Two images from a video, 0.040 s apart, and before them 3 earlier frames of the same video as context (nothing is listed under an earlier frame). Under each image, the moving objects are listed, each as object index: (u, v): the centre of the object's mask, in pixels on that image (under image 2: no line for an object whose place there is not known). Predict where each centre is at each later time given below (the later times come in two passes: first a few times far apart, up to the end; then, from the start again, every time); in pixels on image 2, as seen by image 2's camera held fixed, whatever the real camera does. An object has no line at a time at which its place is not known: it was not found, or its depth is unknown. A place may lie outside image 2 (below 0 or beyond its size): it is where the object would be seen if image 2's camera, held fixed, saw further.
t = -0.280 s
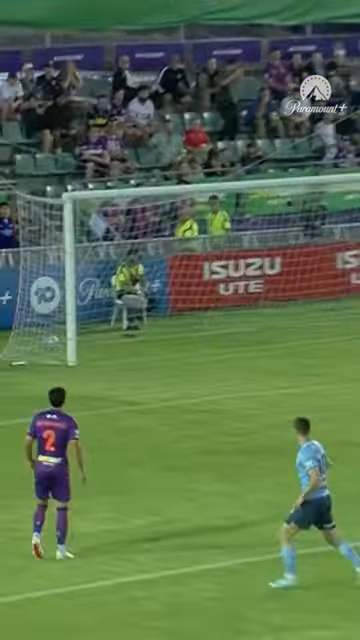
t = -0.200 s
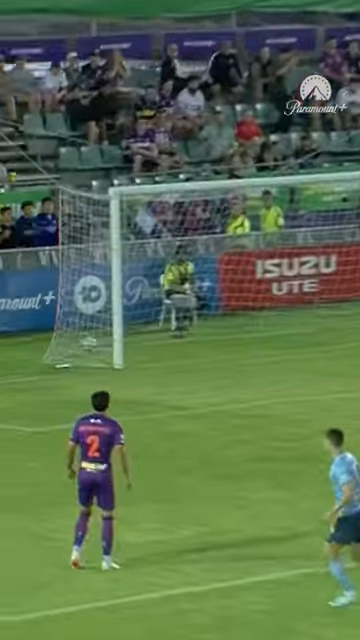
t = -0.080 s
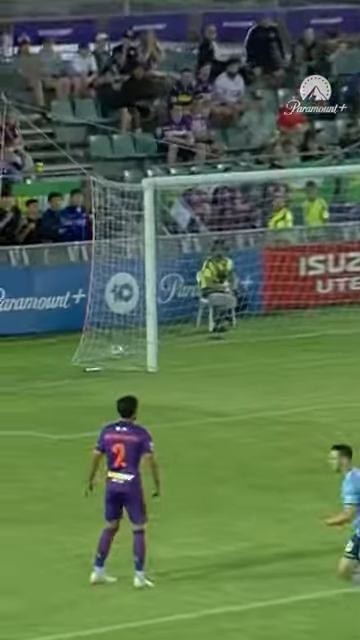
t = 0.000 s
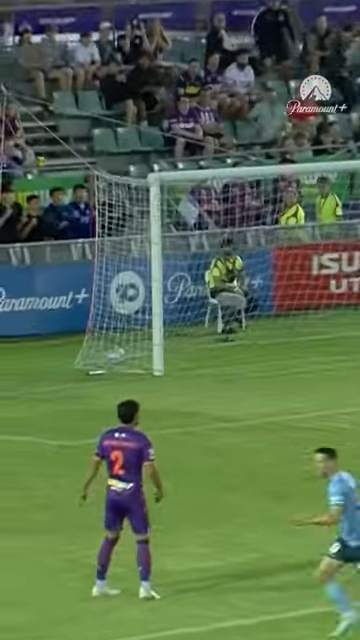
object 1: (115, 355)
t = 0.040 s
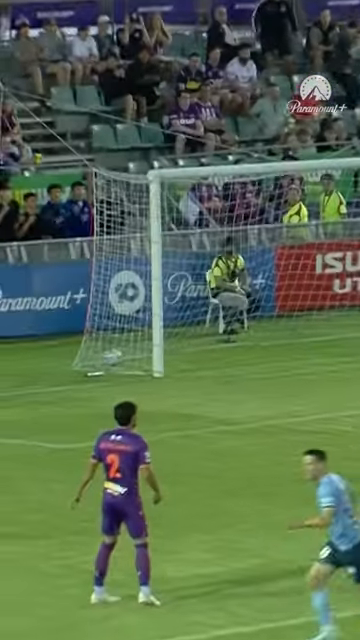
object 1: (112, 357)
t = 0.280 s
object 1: (135, 362)
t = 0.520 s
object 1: (185, 366)
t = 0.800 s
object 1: (228, 367)
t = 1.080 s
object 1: (266, 367)
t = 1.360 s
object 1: (298, 367)
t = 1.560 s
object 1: (319, 369)
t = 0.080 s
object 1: (111, 360)
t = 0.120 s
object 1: (109, 361)
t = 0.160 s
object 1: (110, 363)
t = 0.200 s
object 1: (115, 361)
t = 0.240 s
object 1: (124, 361)
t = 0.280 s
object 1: (135, 362)
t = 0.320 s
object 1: (145, 364)
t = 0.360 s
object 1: (148, 366)
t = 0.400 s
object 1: (167, 364)
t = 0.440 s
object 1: (171, 365)
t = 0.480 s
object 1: (178, 366)
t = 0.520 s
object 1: (185, 366)
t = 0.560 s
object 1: (192, 366)
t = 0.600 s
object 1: (198, 366)
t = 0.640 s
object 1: (205, 367)
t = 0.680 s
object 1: (211, 367)
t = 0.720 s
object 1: (217, 367)
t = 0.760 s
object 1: (222, 366)
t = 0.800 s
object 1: (228, 367)
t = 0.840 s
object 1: (234, 367)
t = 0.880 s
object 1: (239, 366)
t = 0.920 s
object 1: (244, 367)
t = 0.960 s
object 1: (250, 367)
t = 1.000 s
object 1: (256, 367)
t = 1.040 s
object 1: (261, 367)
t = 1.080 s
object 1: (266, 367)
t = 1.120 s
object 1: (271, 367)
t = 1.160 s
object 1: (276, 367)
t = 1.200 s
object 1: (282, 367)
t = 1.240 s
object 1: (286, 367)
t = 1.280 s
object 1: (290, 368)
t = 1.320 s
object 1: (294, 367)
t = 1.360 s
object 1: (298, 367)
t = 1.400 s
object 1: (303, 367)
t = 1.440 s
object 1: (307, 368)
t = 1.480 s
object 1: (311, 368)
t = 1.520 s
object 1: (315, 368)
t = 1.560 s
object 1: (319, 369)
